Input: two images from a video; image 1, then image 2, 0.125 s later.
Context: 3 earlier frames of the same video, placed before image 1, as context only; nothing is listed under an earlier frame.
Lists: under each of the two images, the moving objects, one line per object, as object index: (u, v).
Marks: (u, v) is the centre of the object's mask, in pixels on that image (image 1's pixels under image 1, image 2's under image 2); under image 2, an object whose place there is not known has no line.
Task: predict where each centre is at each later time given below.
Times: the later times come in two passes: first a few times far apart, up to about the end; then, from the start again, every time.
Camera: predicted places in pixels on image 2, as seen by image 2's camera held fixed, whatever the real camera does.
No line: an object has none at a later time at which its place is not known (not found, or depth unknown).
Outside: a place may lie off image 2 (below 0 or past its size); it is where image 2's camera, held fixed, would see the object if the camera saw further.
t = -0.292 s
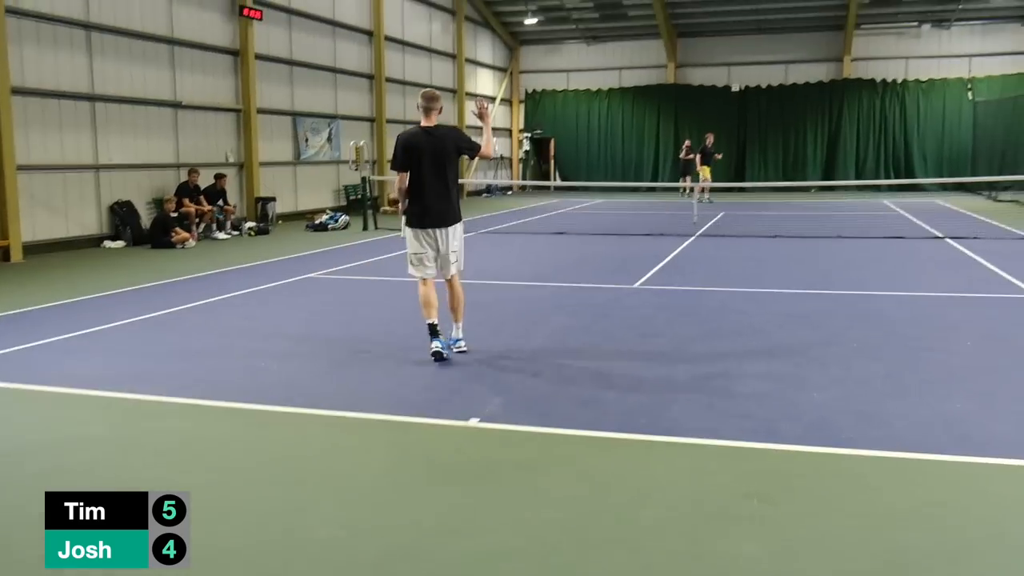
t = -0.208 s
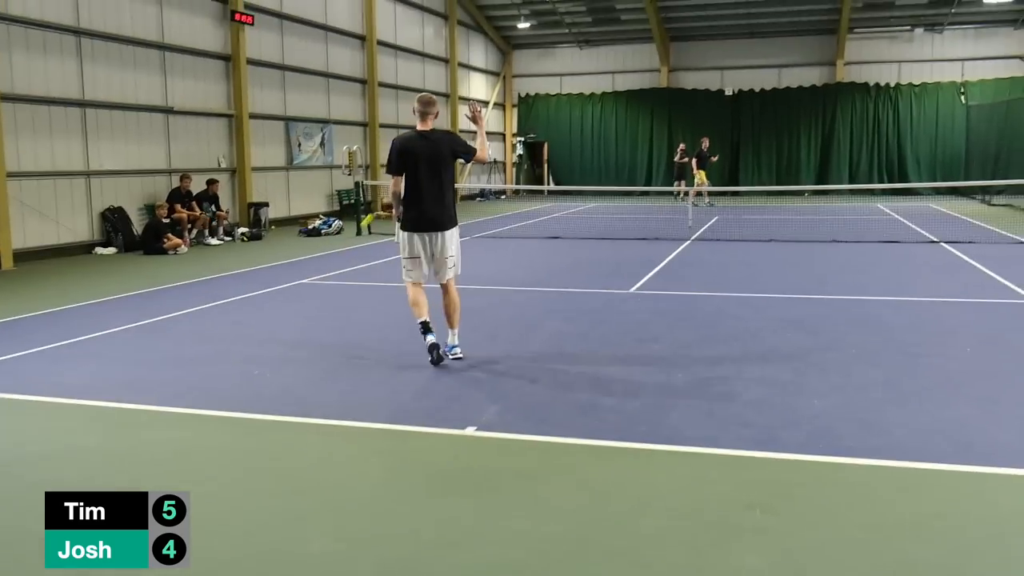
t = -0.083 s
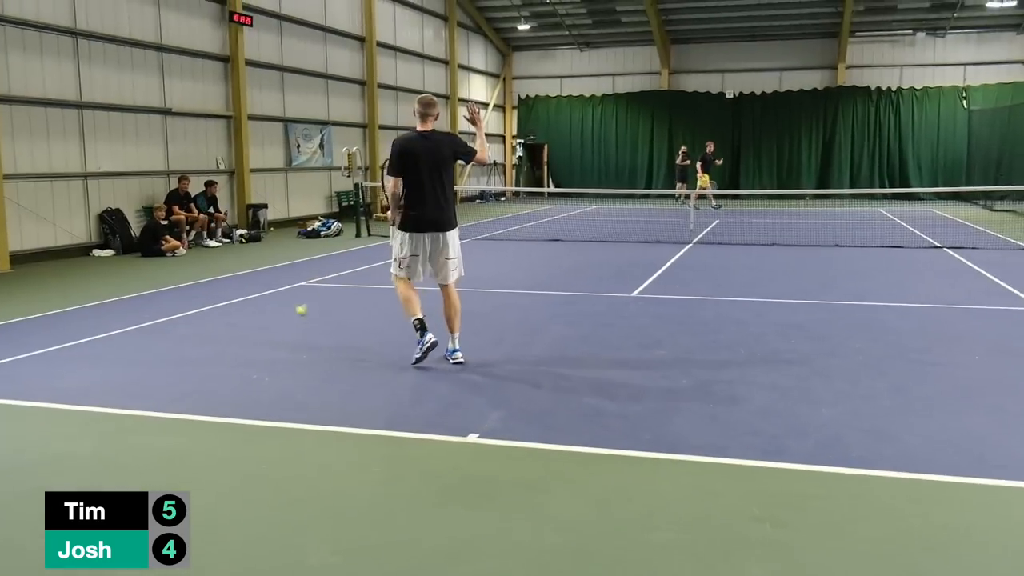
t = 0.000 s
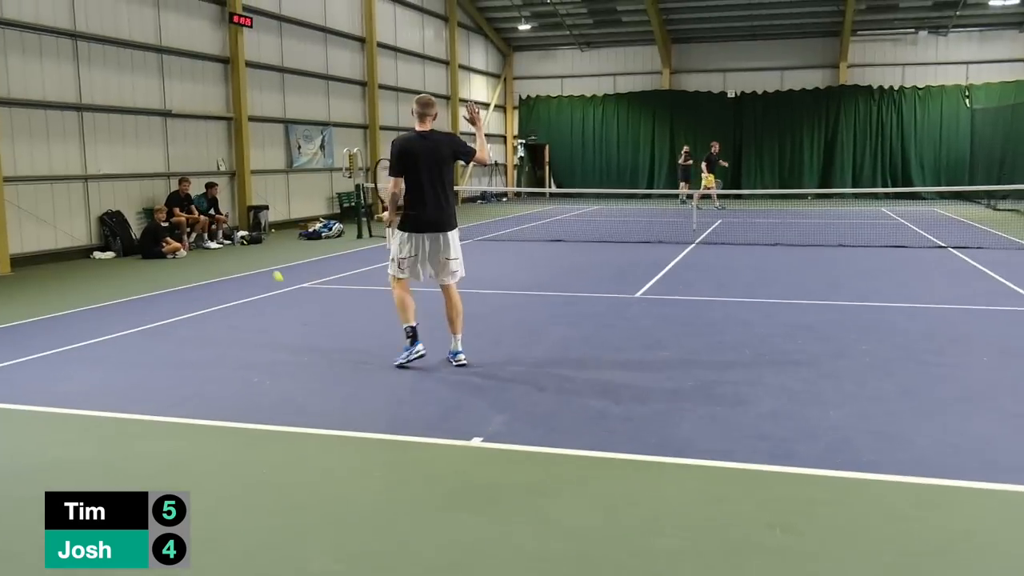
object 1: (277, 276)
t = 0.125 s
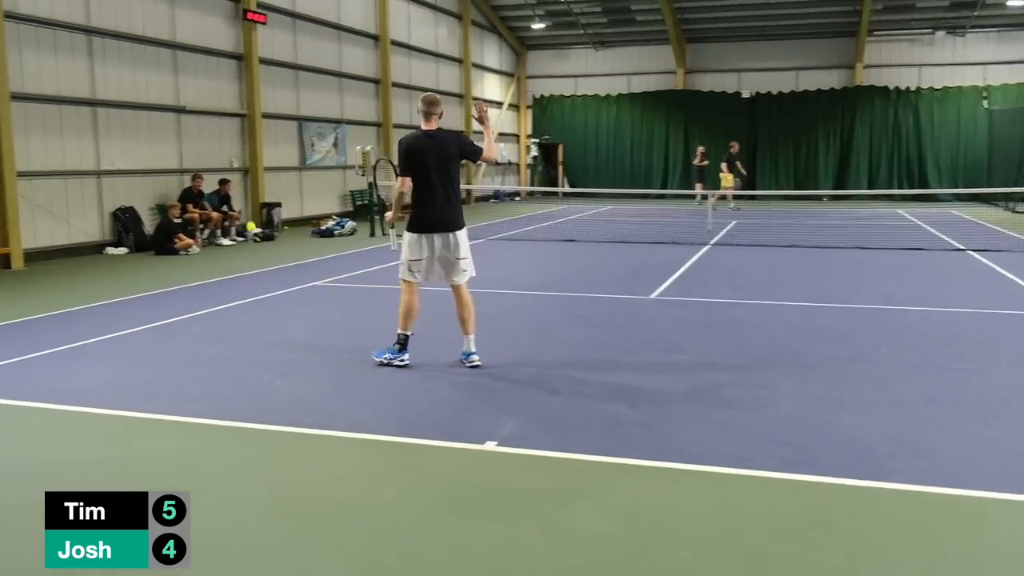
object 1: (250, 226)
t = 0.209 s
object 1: (222, 203)
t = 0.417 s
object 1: (139, 174)
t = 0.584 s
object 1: (61, 193)
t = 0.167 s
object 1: (237, 214)
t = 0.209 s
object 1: (222, 203)
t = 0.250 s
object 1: (207, 193)
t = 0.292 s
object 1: (190, 185)
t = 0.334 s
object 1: (174, 179)
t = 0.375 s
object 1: (157, 176)
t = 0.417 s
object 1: (139, 174)
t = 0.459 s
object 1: (120, 175)
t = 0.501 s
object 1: (101, 178)
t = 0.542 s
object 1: (81, 184)
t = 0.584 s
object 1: (61, 193)
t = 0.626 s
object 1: (40, 206)
